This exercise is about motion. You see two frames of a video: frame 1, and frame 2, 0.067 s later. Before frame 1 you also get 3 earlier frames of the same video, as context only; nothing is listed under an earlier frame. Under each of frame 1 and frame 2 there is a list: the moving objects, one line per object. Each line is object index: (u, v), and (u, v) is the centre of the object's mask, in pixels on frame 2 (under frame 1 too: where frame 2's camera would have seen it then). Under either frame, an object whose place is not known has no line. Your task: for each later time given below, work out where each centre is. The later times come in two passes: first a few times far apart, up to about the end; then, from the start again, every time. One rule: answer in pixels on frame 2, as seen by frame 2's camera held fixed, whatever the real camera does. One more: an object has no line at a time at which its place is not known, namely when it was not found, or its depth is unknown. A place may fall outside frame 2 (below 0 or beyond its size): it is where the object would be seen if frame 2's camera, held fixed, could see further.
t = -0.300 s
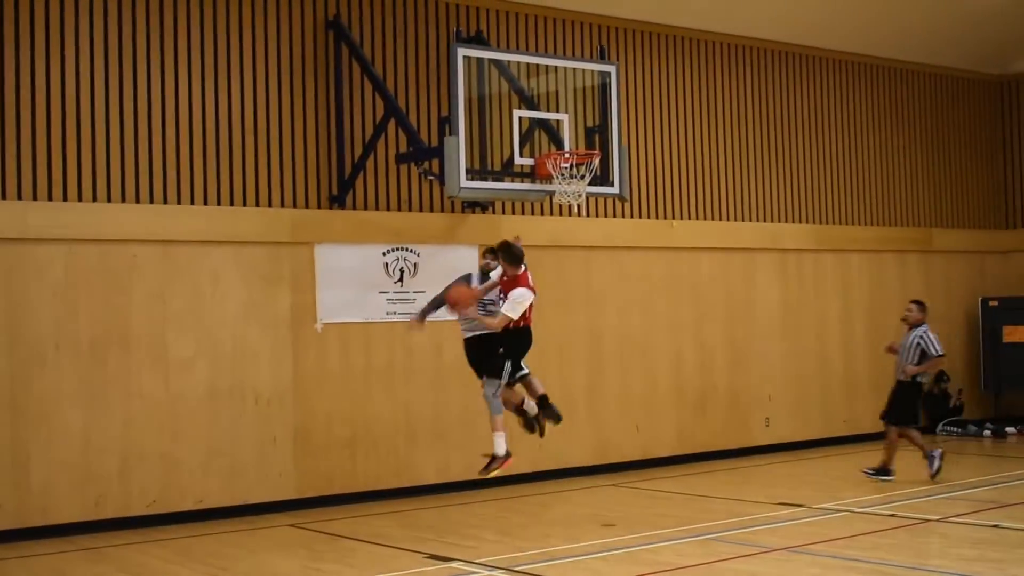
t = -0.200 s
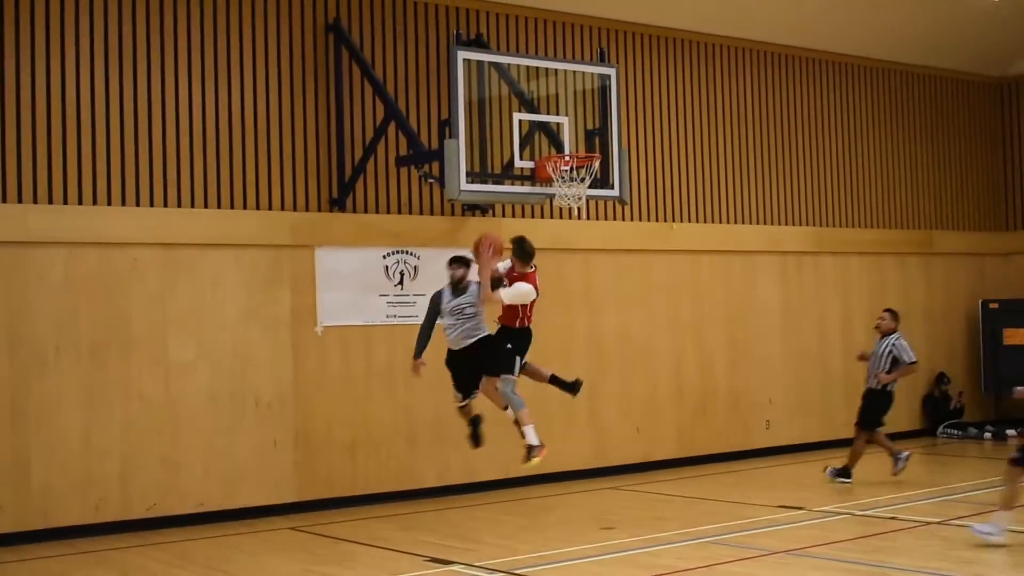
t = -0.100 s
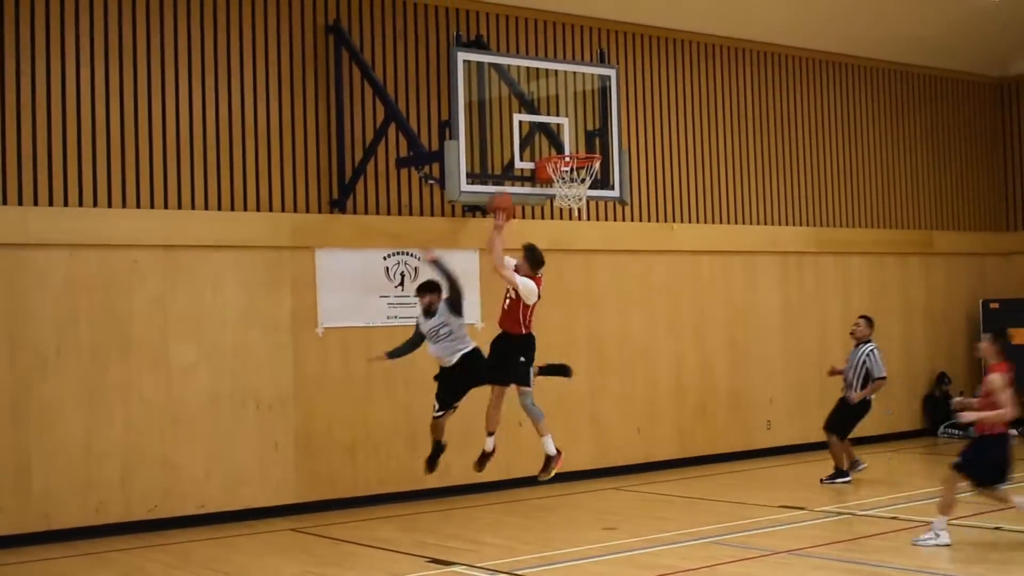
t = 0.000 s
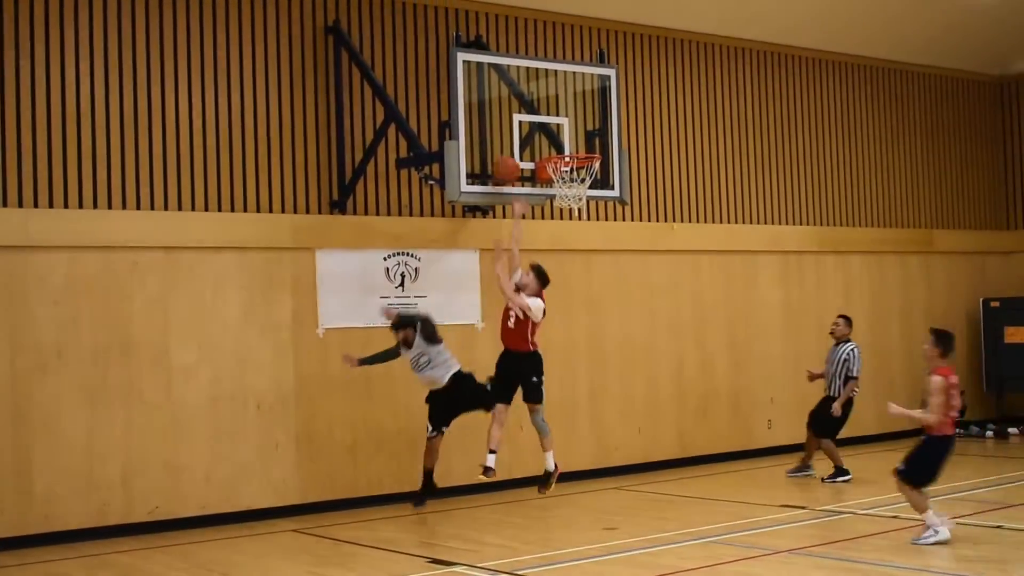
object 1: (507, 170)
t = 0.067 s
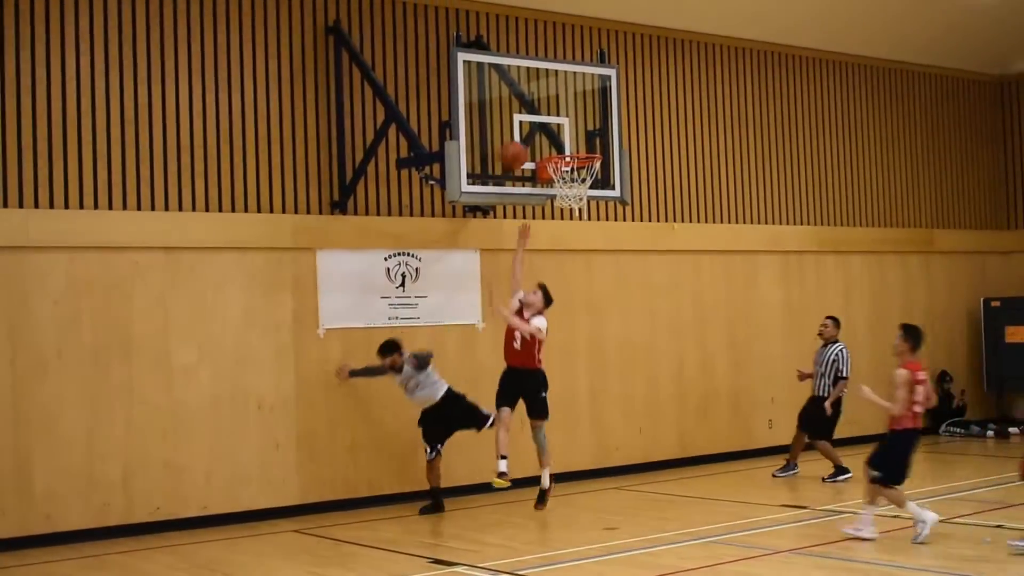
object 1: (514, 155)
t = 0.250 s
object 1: (546, 142)
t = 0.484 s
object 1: (560, 142)
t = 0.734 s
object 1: (576, 176)
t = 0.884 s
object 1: (577, 223)
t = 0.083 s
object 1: (516, 152)
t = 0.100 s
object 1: (519, 150)
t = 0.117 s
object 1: (522, 148)
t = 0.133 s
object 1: (525, 147)
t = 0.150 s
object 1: (528, 145)
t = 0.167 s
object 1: (532, 144)
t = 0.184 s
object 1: (535, 143)
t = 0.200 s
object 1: (538, 143)
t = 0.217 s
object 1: (541, 143)
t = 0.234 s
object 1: (544, 143)
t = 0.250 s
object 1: (546, 142)
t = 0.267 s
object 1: (547, 141)
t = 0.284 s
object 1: (548, 140)
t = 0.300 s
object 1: (548, 140)
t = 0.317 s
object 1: (549, 140)
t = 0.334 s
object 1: (550, 140)
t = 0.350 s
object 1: (552, 140)
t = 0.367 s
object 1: (553, 140)
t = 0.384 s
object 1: (553, 141)
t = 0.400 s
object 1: (555, 141)
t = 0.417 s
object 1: (556, 140)
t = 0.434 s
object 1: (558, 141)
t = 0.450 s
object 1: (559, 141)
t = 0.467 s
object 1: (559, 141)
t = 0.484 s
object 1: (560, 142)
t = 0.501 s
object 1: (561, 142)
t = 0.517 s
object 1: (561, 143)
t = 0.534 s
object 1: (562, 144)
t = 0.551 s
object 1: (563, 144)
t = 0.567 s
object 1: (563, 145)
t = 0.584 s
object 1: (564, 146)
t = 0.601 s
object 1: (566, 146)
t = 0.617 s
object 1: (567, 148)
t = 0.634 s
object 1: (568, 152)
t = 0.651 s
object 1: (568, 154)
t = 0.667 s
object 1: (572, 160)
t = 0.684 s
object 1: (574, 167)
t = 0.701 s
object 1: (575, 170)
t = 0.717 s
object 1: (575, 172)
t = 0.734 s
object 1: (576, 176)
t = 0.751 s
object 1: (577, 178)
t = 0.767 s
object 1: (575, 181)
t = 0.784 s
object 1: (577, 180)
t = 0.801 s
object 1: (570, 206)
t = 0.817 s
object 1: (575, 208)
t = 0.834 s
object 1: (576, 210)
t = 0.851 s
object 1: (577, 212)
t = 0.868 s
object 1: (578, 216)
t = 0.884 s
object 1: (577, 223)
